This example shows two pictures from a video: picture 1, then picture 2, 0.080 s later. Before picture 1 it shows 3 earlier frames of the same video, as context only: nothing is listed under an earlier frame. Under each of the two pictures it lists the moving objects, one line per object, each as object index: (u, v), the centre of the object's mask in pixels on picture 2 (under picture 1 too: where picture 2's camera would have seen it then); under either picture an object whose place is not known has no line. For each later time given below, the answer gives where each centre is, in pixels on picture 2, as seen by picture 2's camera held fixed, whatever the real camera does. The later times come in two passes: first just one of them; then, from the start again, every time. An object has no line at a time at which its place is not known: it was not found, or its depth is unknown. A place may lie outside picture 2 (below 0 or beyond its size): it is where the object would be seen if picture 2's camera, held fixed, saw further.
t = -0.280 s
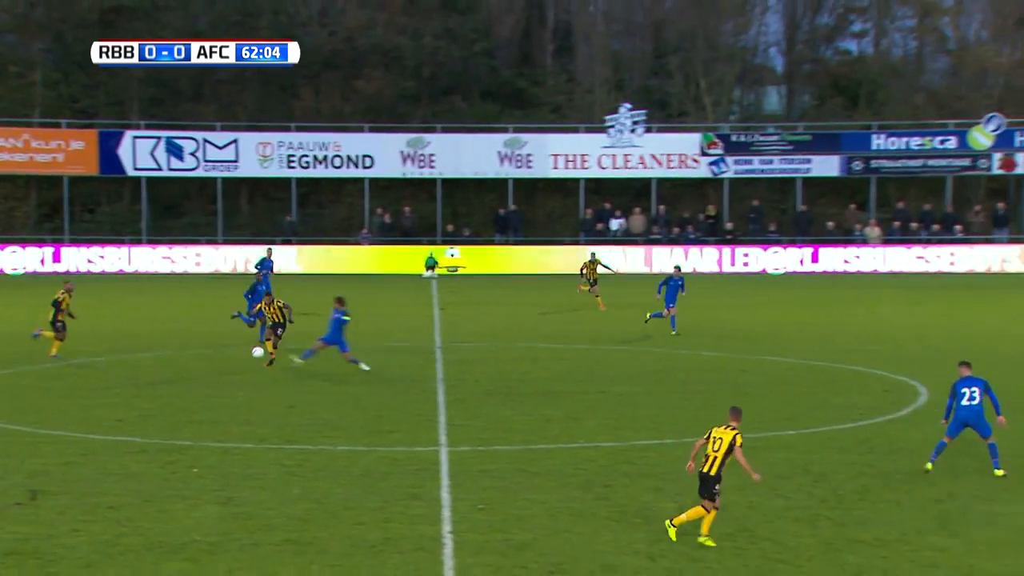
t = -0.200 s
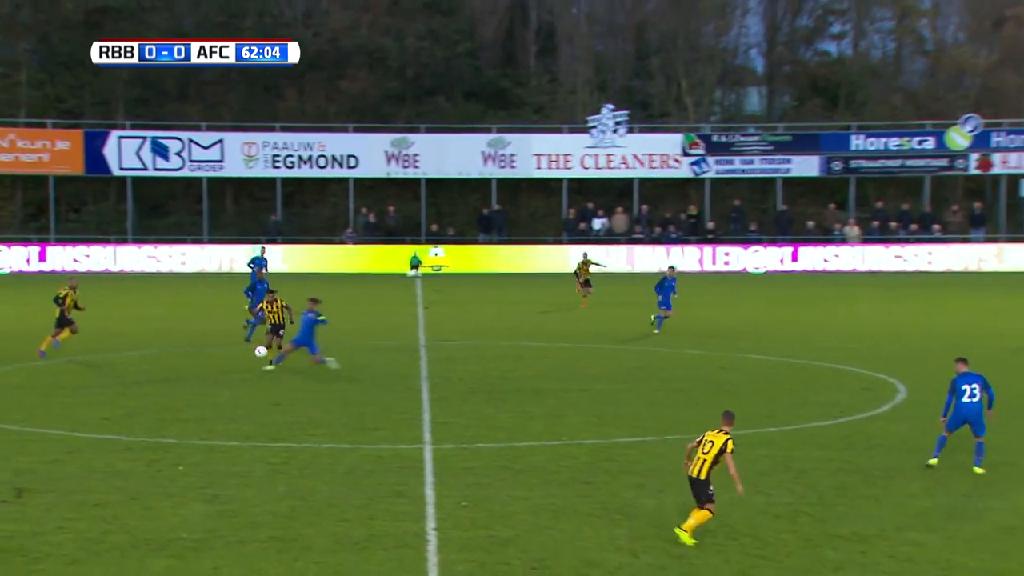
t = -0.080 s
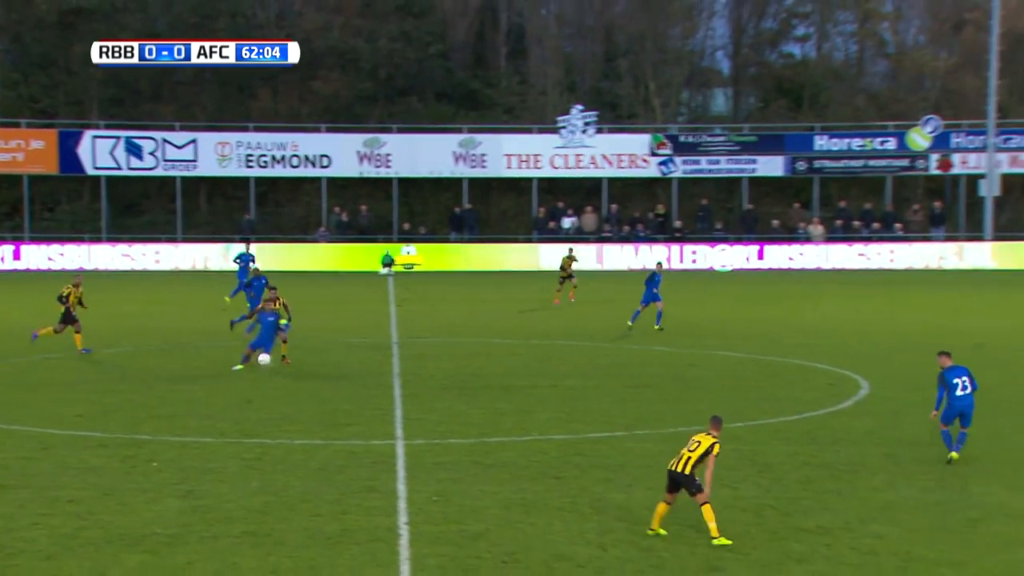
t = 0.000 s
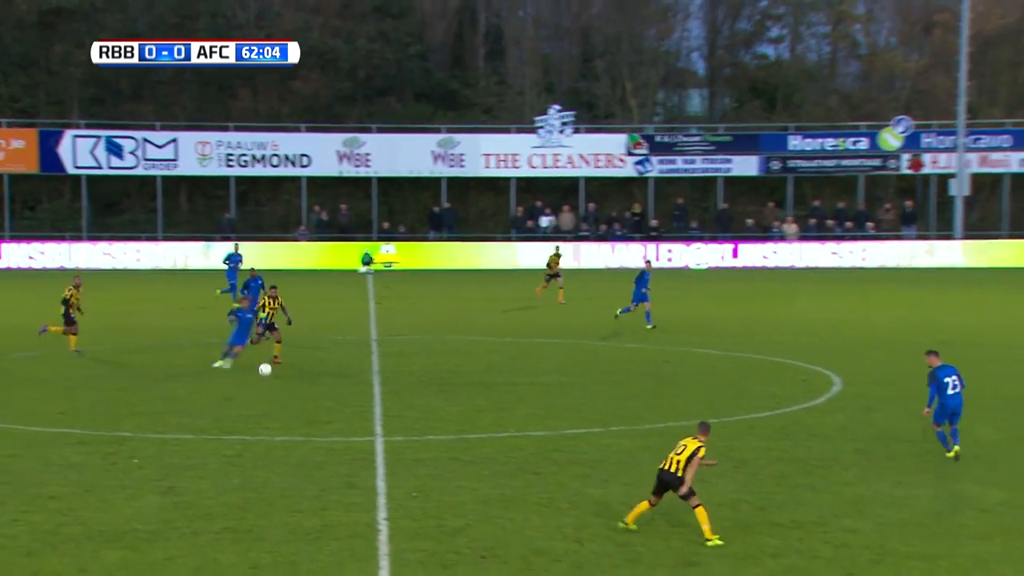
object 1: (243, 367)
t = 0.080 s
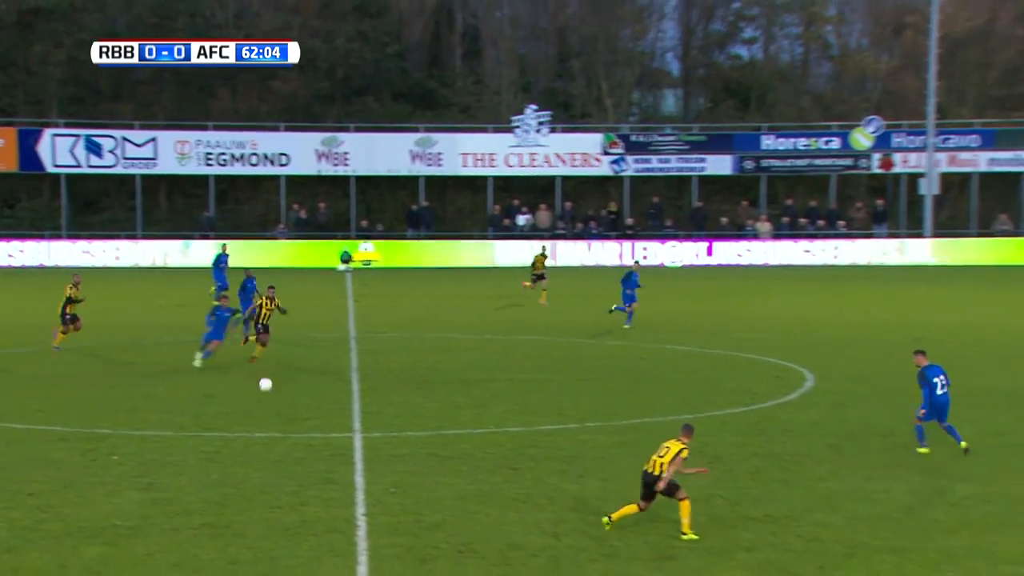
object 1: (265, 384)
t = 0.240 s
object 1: (309, 419)
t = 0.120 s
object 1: (276, 395)
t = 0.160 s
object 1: (287, 407)
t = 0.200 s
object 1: (298, 420)
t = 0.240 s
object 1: (309, 419)
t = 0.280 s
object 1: (319, 418)
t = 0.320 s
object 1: (330, 418)
